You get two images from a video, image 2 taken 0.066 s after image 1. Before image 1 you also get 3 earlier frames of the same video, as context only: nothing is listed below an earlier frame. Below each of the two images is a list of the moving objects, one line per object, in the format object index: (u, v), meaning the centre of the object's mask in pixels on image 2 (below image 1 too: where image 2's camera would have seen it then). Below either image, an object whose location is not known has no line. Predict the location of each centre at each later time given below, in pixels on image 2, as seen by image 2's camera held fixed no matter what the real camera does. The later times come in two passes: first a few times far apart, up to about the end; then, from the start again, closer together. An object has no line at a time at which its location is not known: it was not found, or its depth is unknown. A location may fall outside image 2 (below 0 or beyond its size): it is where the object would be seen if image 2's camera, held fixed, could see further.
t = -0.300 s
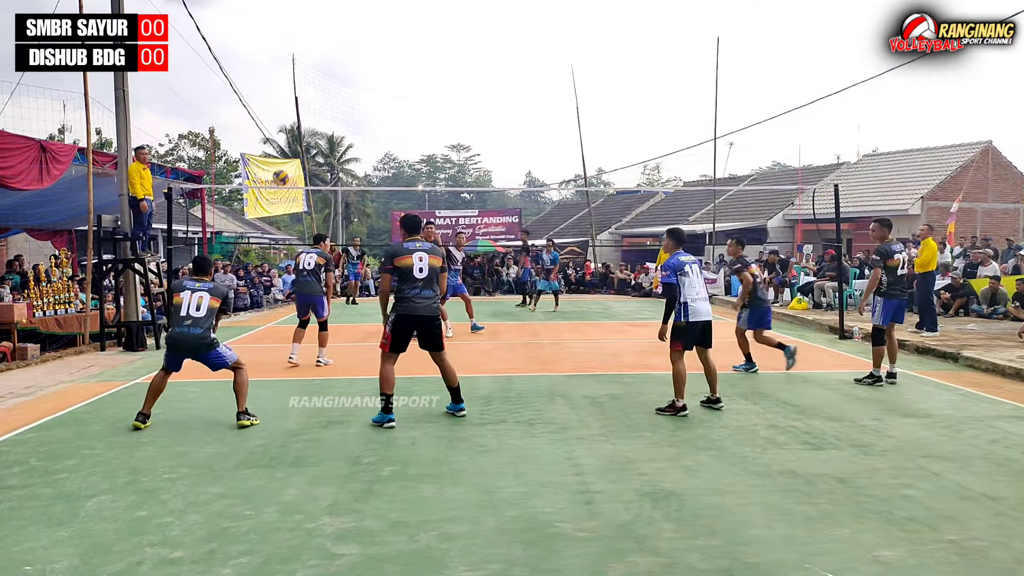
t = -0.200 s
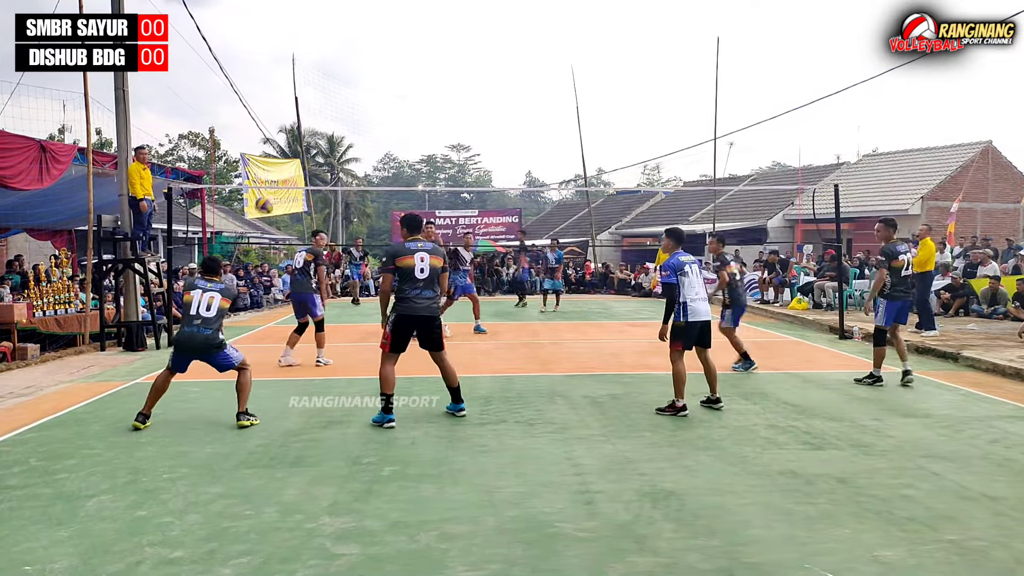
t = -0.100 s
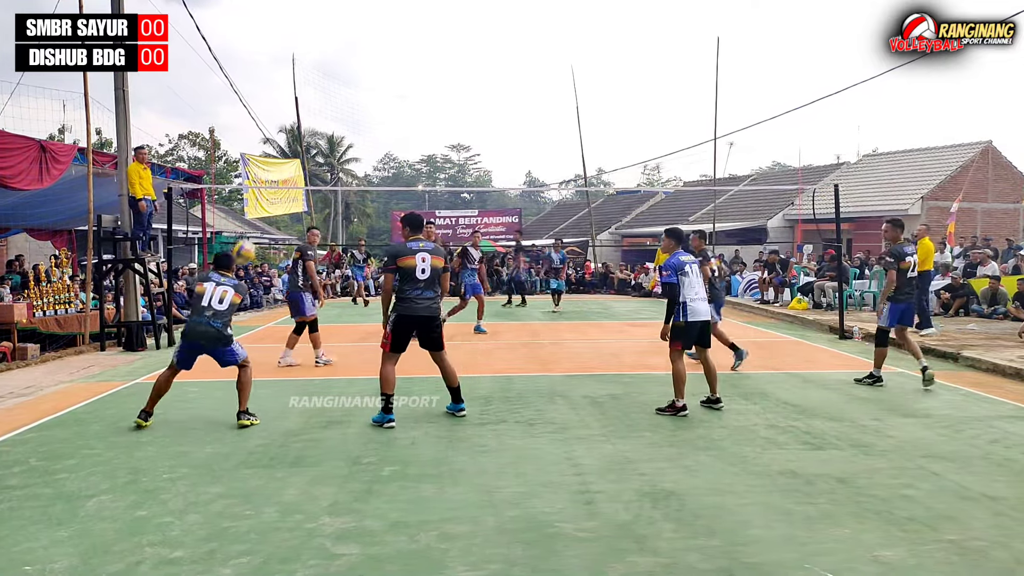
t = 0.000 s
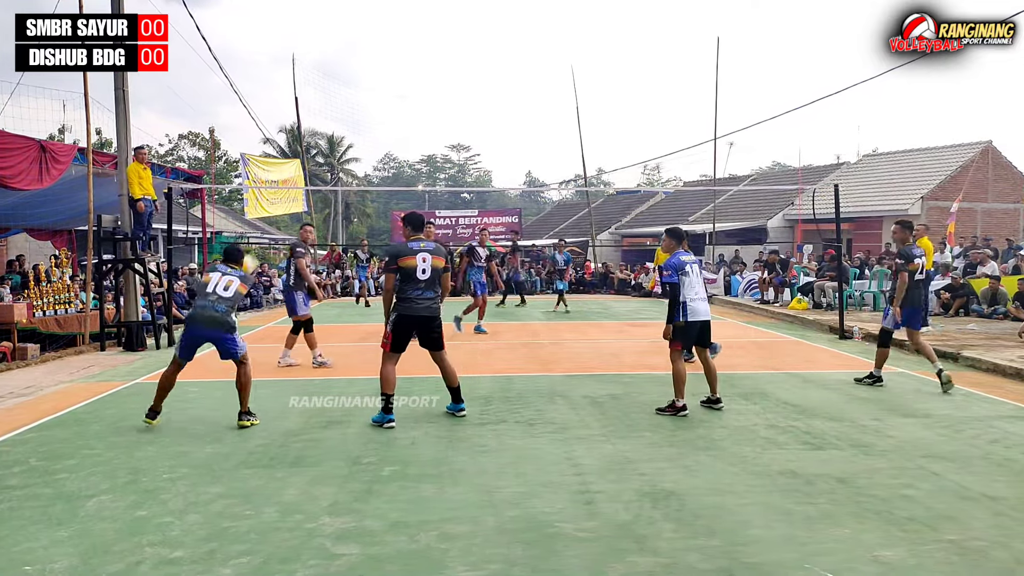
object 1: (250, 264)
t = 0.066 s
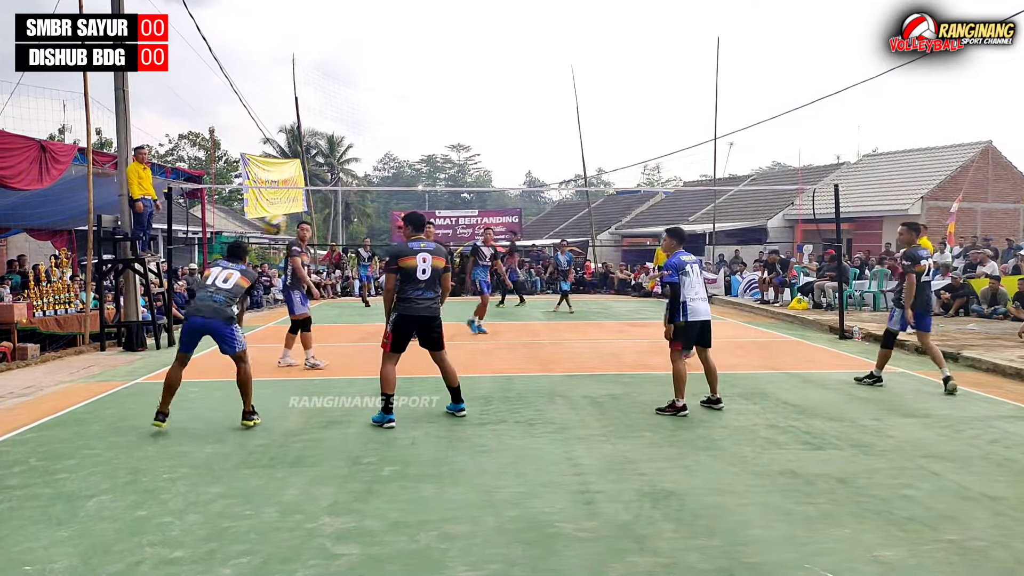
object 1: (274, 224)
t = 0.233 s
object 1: (338, 144)
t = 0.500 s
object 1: (429, 77)
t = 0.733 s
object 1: (499, 75)
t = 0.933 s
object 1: (552, 109)
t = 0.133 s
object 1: (301, 187)
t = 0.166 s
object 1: (315, 171)
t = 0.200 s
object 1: (326, 157)
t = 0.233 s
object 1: (338, 144)
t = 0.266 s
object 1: (350, 130)
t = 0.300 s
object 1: (362, 120)
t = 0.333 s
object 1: (374, 109)
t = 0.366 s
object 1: (385, 100)
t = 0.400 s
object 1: (397, 93)
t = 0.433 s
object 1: (408, 87)
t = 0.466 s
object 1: (418, 81)
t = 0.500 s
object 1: (429, 77)
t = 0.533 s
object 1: (439, 73)
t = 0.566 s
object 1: (450, 71)
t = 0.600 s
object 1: (460, 70)
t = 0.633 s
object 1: (470, 70)
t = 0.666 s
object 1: (480, 70)
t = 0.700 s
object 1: (489, 72)
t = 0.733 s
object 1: (499, 75)
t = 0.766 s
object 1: (508, 79)
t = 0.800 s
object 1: (517, 83)
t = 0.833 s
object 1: (526, 88)
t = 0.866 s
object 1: (535, 94)
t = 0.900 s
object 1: (544, 101)
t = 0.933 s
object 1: (552, 109)
